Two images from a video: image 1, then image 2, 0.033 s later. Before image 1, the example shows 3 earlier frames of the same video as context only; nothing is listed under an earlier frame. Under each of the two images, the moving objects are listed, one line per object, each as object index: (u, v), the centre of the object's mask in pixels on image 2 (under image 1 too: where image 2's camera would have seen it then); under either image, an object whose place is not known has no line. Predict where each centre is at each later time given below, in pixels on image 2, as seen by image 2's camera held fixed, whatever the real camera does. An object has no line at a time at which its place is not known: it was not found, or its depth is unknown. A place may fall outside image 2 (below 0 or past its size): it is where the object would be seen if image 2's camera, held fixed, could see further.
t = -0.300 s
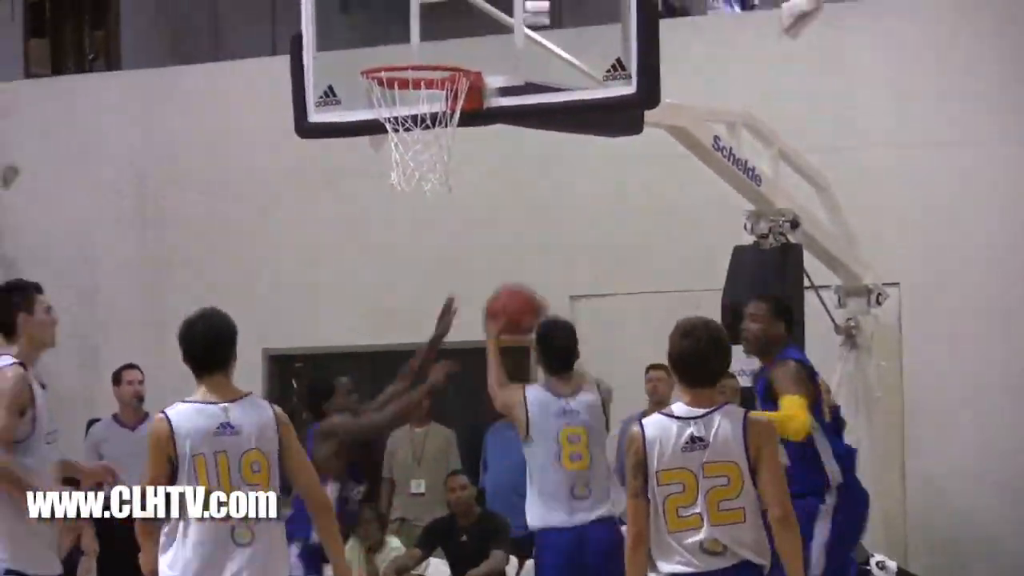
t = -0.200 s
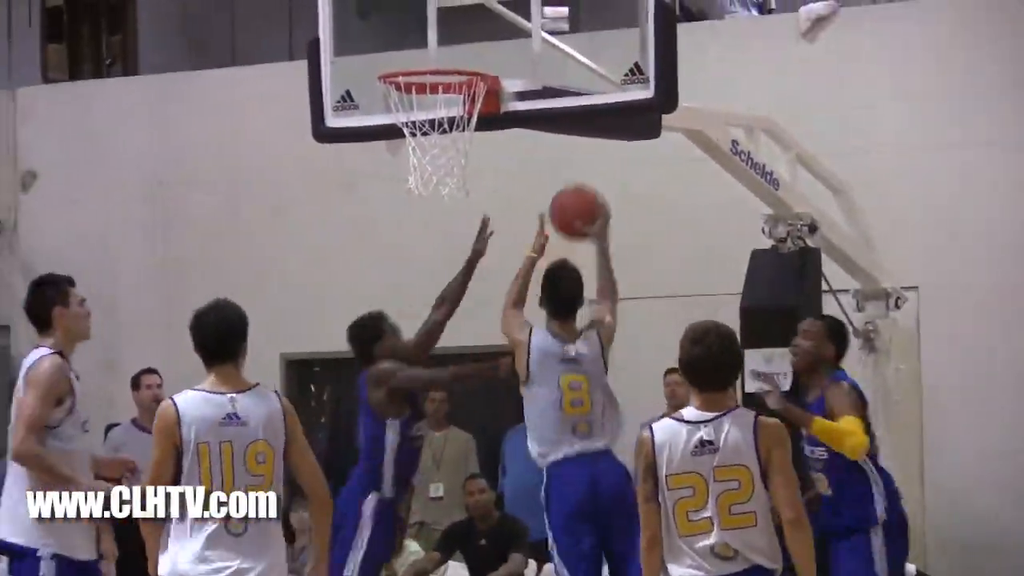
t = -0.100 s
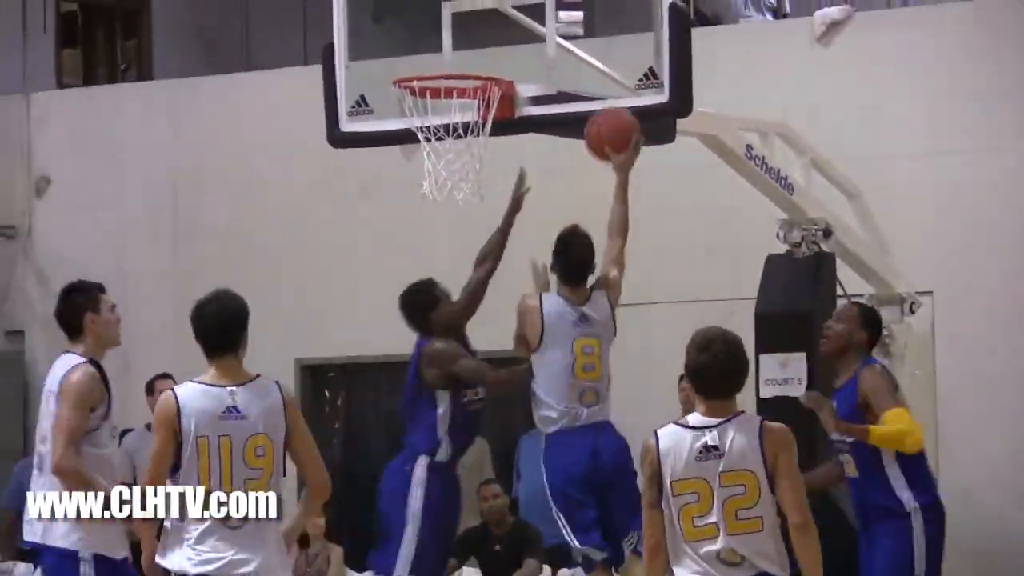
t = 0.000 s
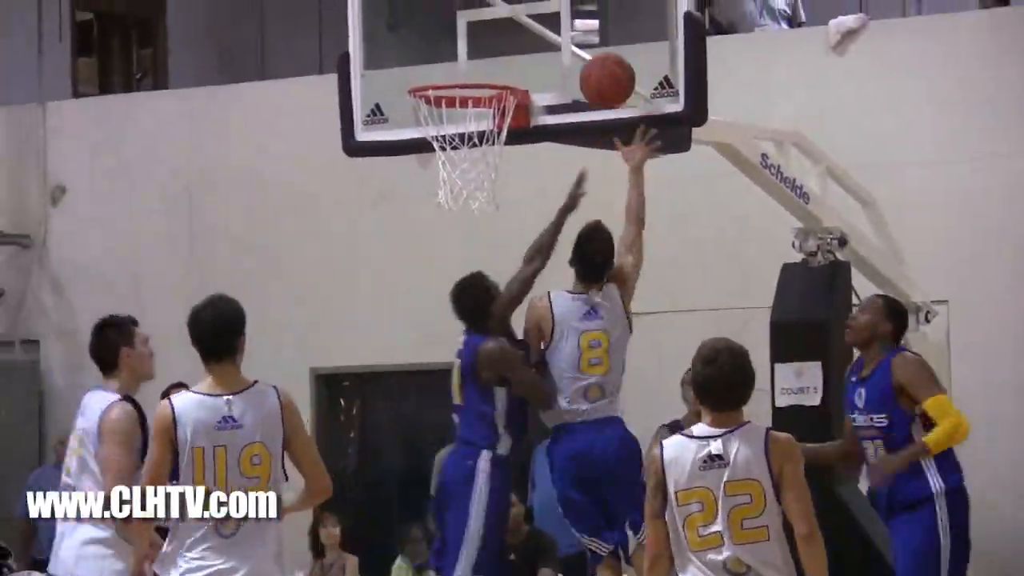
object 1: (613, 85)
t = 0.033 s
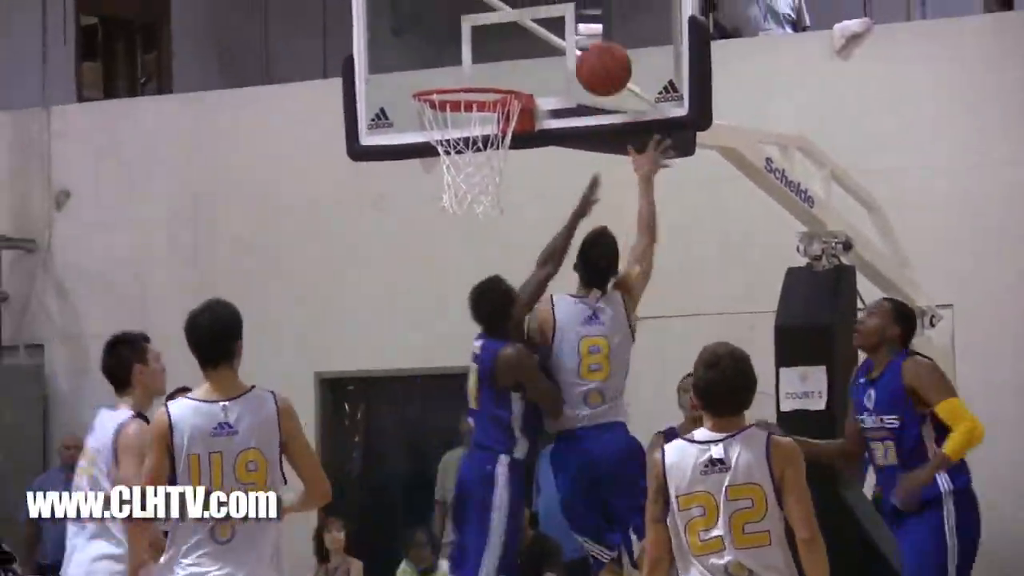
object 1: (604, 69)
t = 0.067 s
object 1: (593, 55)
